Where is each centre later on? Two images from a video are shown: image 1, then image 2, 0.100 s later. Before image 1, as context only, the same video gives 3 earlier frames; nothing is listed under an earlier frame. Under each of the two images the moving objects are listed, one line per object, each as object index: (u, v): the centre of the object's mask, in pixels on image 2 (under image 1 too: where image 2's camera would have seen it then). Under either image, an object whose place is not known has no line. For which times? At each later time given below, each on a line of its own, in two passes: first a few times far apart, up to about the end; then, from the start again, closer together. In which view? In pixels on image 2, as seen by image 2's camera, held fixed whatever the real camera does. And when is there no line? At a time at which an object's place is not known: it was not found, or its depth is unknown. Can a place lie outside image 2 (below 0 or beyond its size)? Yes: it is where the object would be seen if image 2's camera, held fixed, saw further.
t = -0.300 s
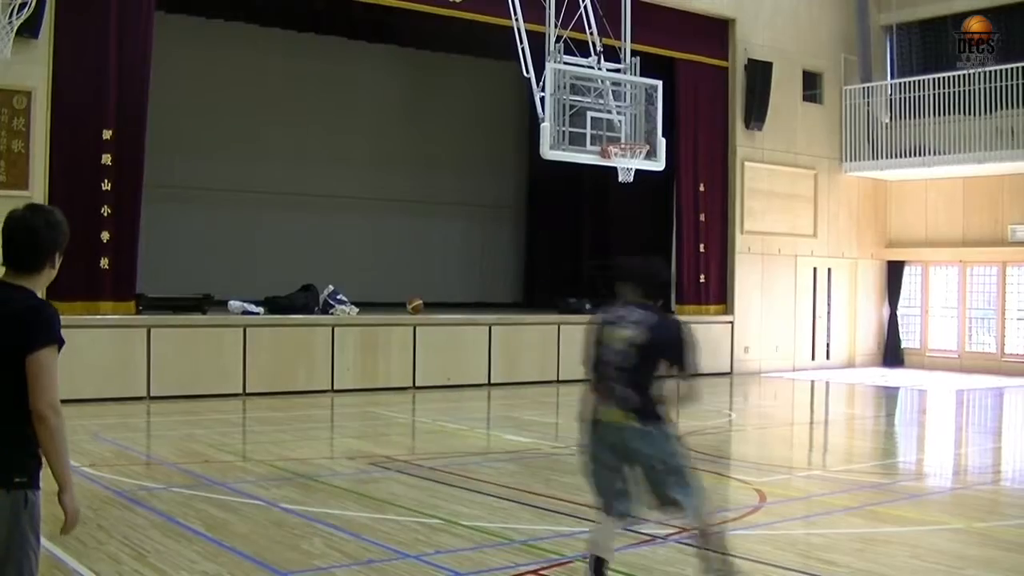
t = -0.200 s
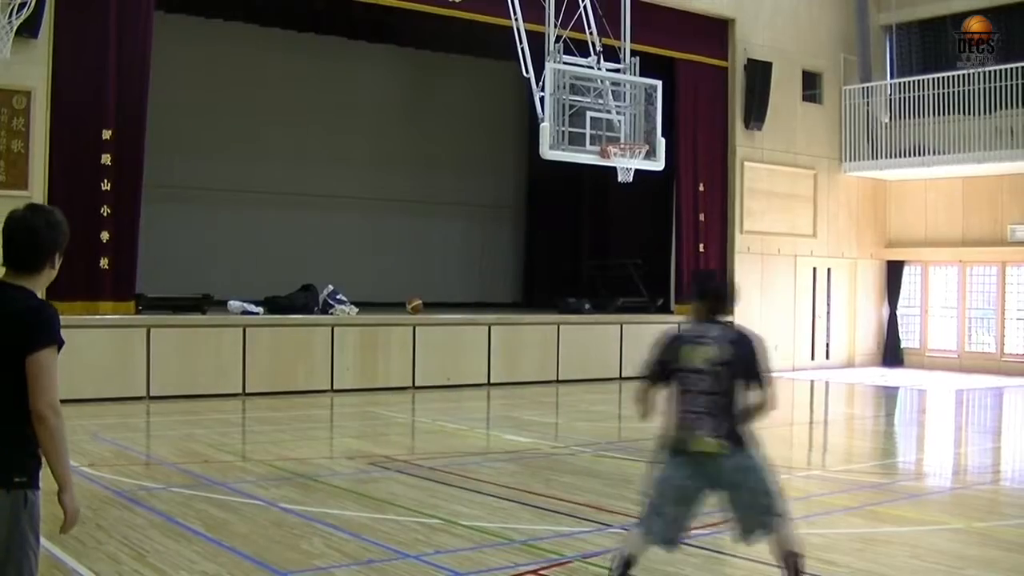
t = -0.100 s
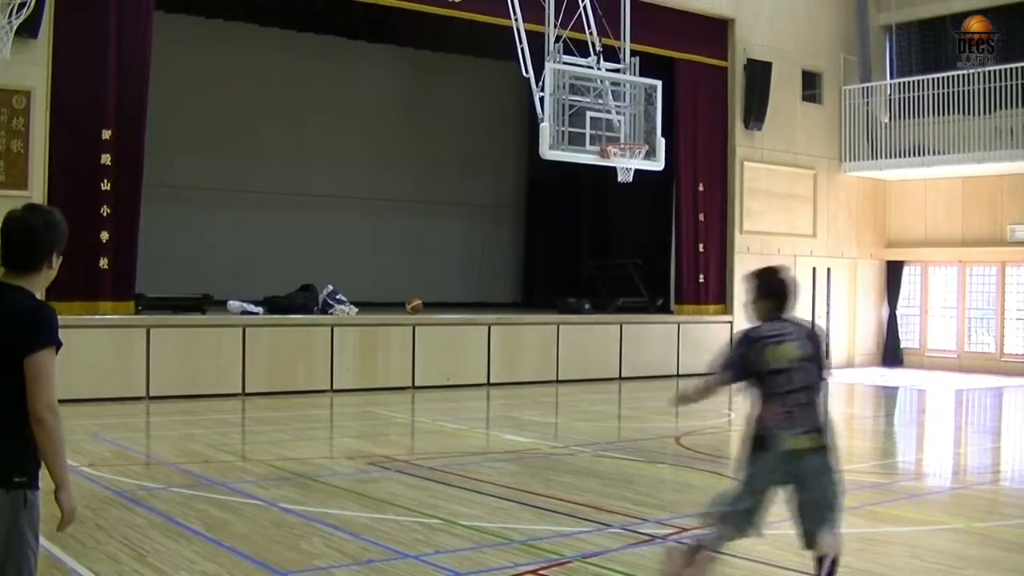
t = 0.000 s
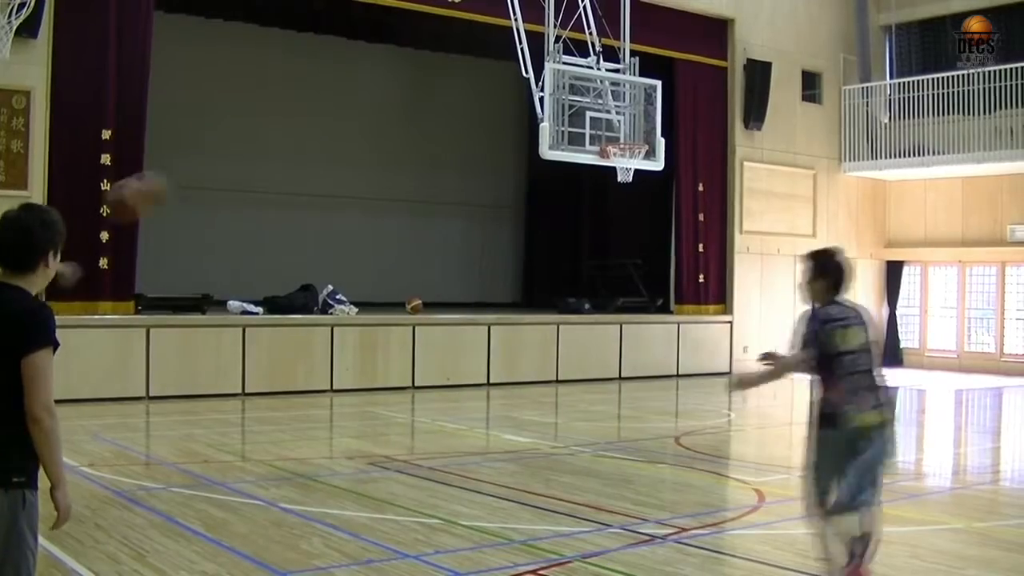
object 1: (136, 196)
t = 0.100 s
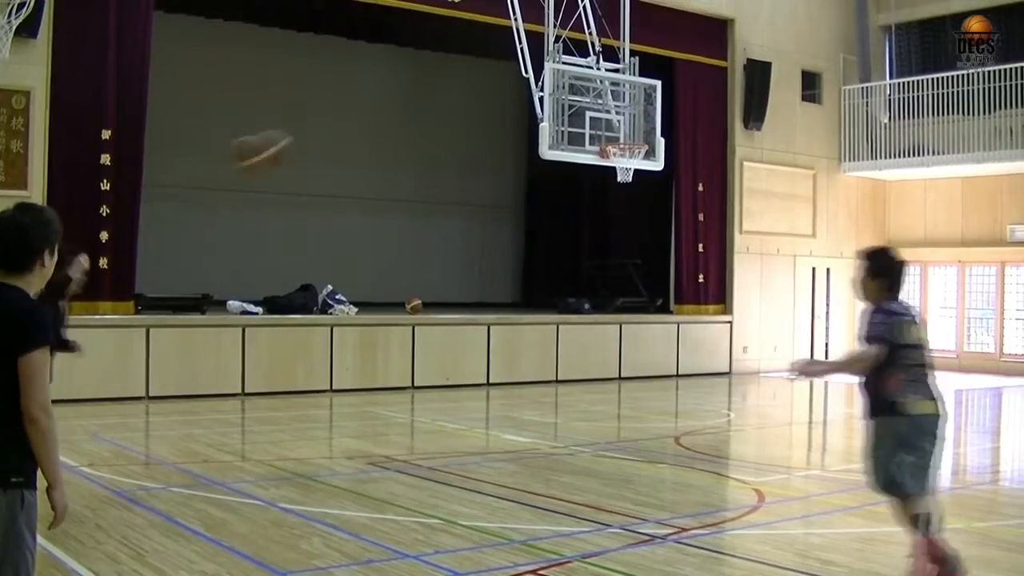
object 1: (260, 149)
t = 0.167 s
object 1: (346, 132)
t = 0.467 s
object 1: (727, 151)
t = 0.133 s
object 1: (303, 143)
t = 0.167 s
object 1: (346, 132)
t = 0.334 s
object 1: (557, 124)
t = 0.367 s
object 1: (604, 132)
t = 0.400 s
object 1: (657, 136)
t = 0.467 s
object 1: (727, 151)
